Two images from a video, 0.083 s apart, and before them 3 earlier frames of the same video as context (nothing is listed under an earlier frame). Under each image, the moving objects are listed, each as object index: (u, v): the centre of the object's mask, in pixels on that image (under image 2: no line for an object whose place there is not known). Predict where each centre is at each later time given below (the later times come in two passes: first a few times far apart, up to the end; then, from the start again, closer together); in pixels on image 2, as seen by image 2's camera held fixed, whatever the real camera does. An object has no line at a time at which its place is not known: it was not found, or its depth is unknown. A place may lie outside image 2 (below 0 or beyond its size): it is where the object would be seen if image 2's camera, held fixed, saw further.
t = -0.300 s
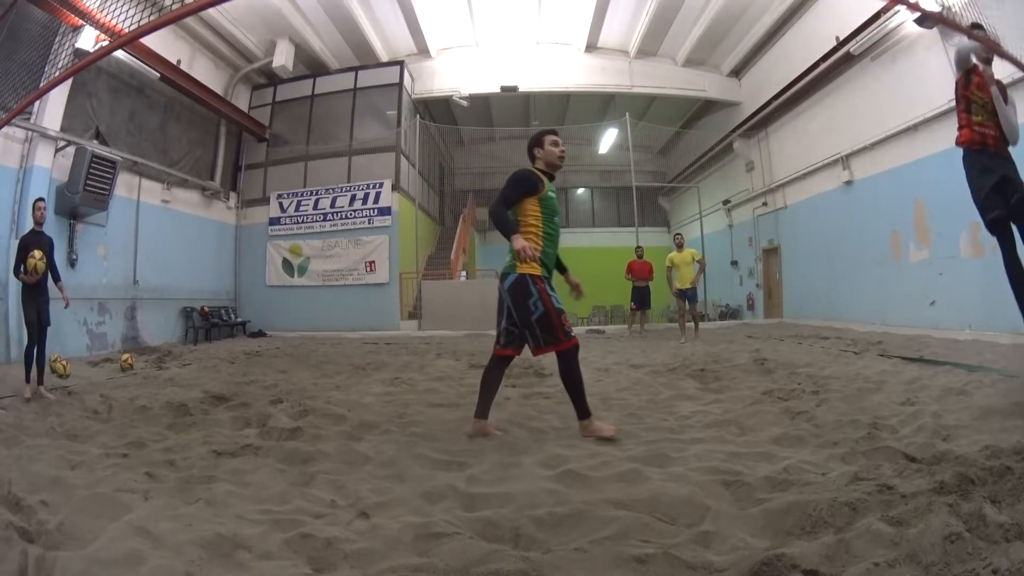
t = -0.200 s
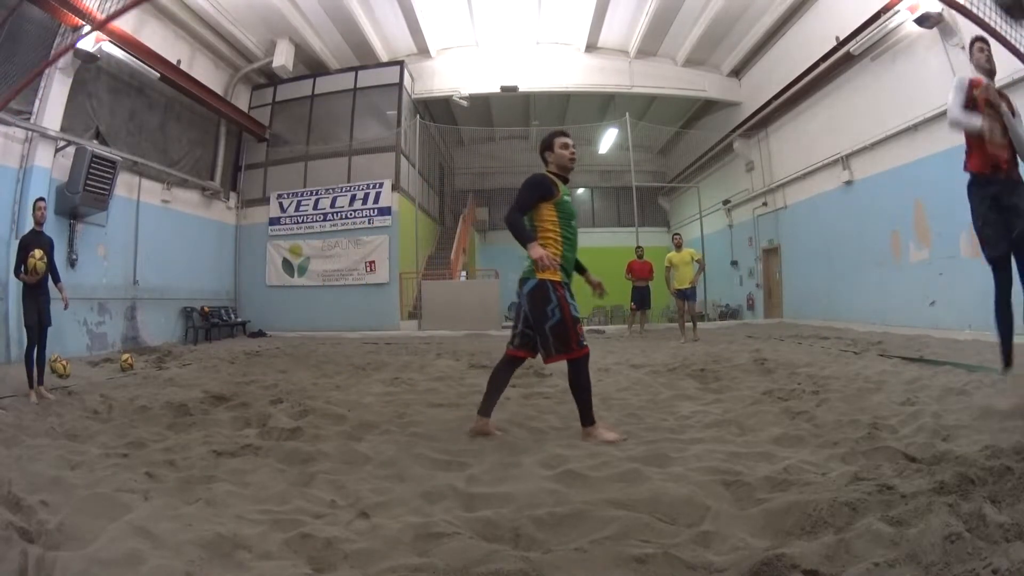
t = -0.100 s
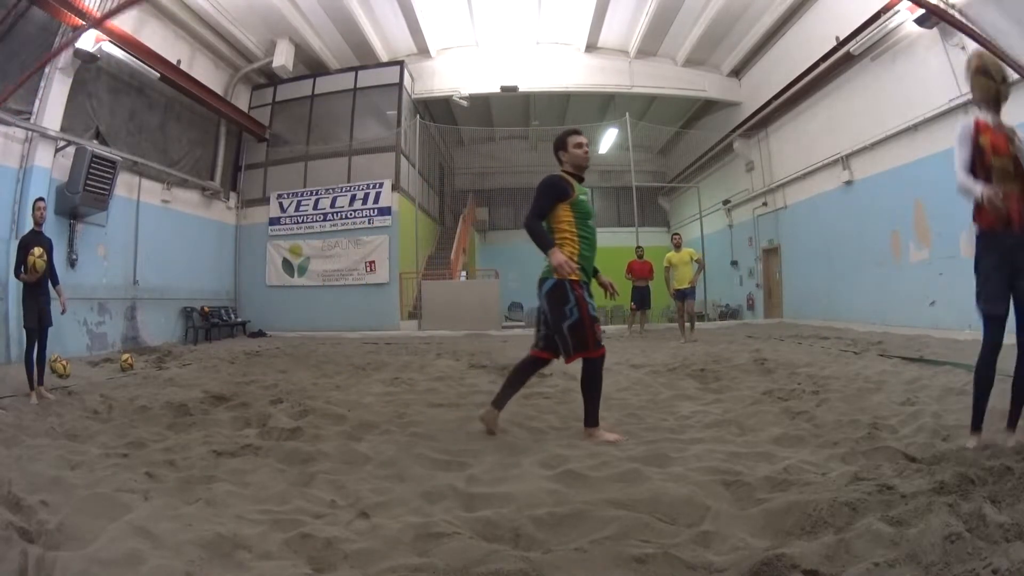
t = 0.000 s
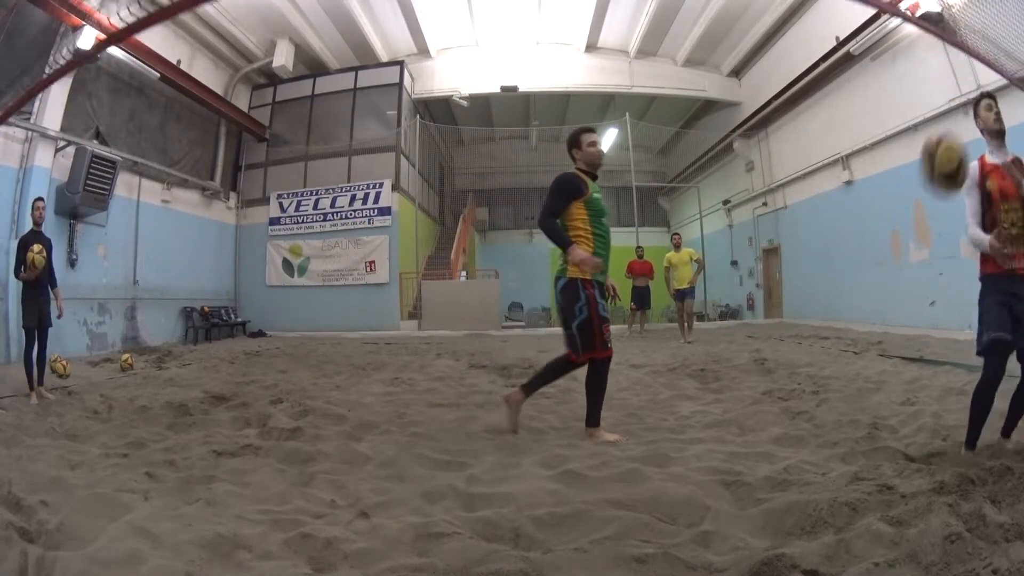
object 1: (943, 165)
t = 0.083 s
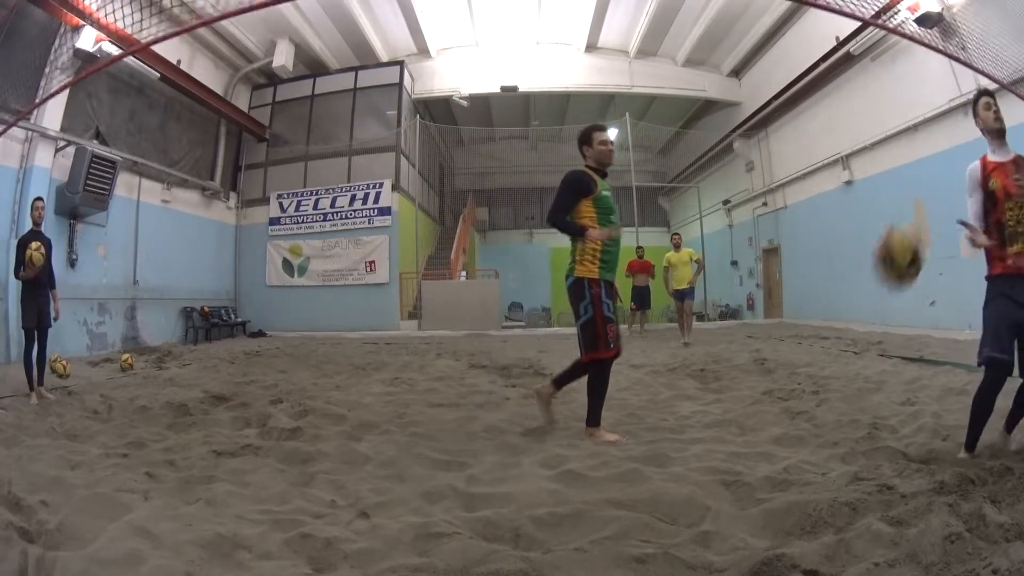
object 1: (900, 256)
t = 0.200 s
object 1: (826, 398)
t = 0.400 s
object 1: (766, 391)
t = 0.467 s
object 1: (752, 386)
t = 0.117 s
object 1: (879, 298)
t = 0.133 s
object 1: (869, 317)
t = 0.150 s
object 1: (859, 338)
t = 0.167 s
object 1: (848, 357)
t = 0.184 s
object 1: (838, 380)
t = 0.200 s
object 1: (826, 398)
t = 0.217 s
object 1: (813, 417)
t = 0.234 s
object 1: (804, 438)
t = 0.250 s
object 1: (797, 439)
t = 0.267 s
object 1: (793, 431)
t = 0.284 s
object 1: (788, 425)
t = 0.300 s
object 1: (784, 418)
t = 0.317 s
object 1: (782, 411)
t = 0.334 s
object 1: (780, 406)
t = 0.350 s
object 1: (775, 402)
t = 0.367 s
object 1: (772, 398)
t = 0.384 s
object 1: (768, 394)
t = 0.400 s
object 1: (766, 391)
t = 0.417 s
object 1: (763, 389)
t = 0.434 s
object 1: (758, 387)
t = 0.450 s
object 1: (756, 386)
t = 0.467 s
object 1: (752, 386)
